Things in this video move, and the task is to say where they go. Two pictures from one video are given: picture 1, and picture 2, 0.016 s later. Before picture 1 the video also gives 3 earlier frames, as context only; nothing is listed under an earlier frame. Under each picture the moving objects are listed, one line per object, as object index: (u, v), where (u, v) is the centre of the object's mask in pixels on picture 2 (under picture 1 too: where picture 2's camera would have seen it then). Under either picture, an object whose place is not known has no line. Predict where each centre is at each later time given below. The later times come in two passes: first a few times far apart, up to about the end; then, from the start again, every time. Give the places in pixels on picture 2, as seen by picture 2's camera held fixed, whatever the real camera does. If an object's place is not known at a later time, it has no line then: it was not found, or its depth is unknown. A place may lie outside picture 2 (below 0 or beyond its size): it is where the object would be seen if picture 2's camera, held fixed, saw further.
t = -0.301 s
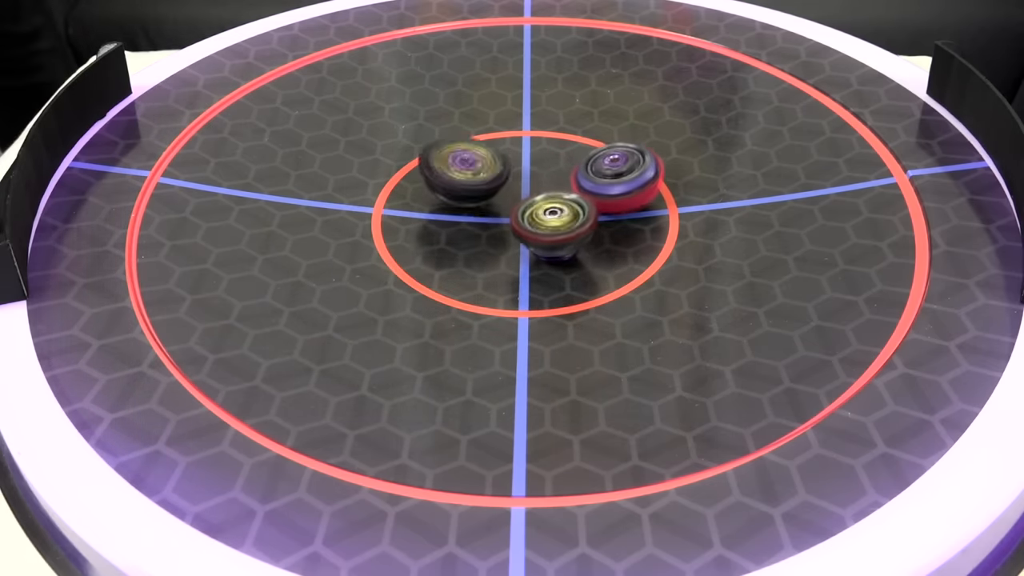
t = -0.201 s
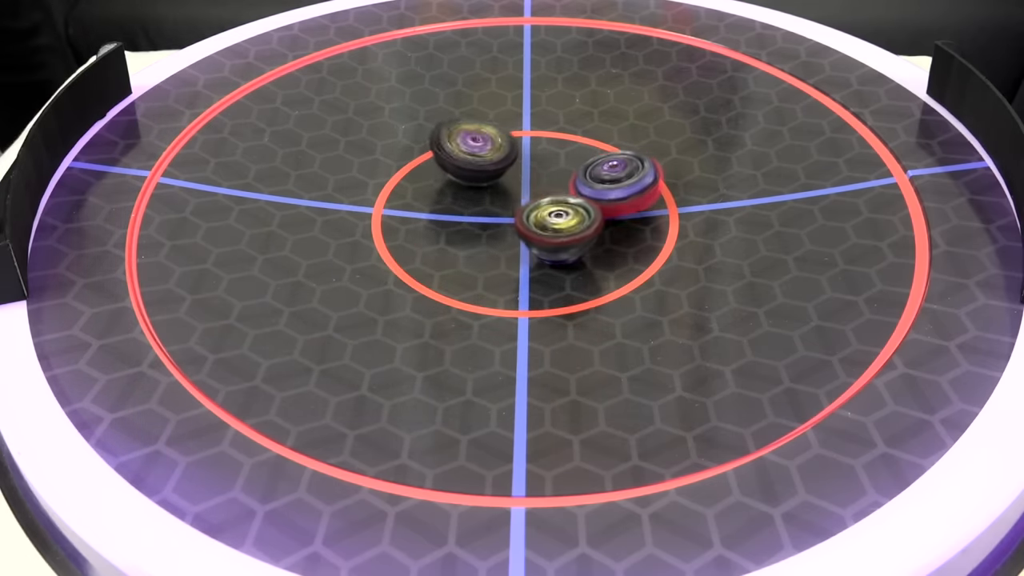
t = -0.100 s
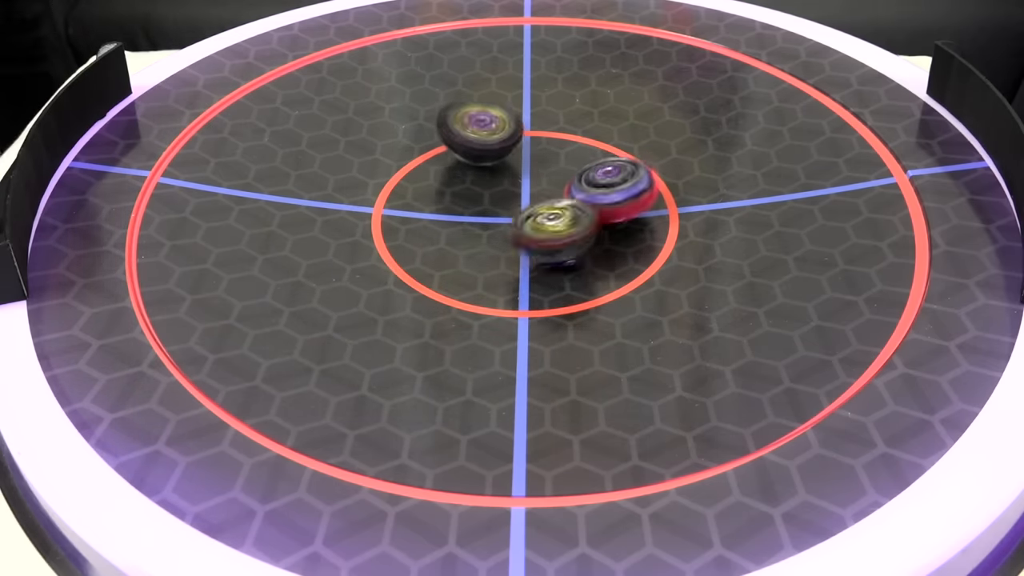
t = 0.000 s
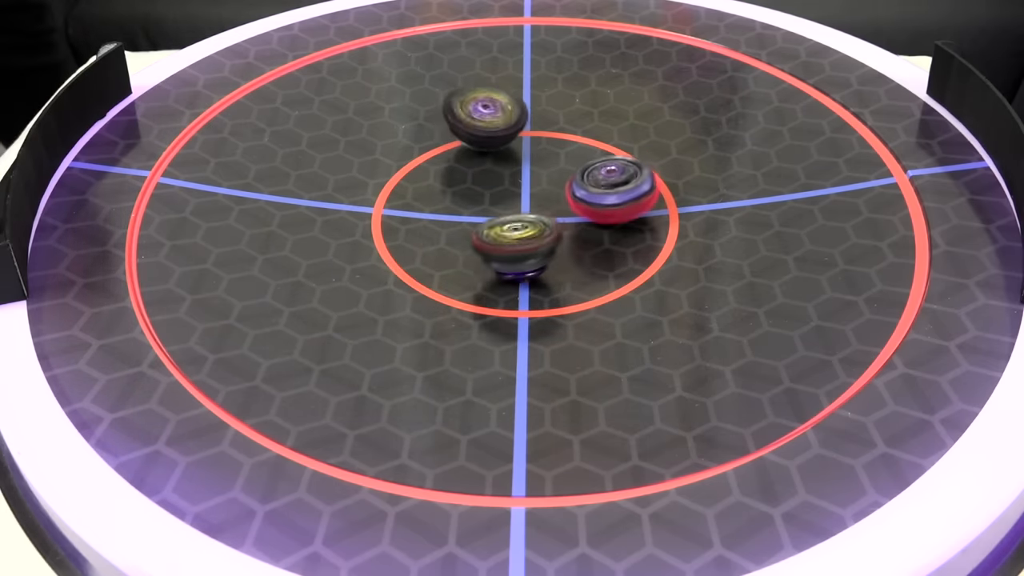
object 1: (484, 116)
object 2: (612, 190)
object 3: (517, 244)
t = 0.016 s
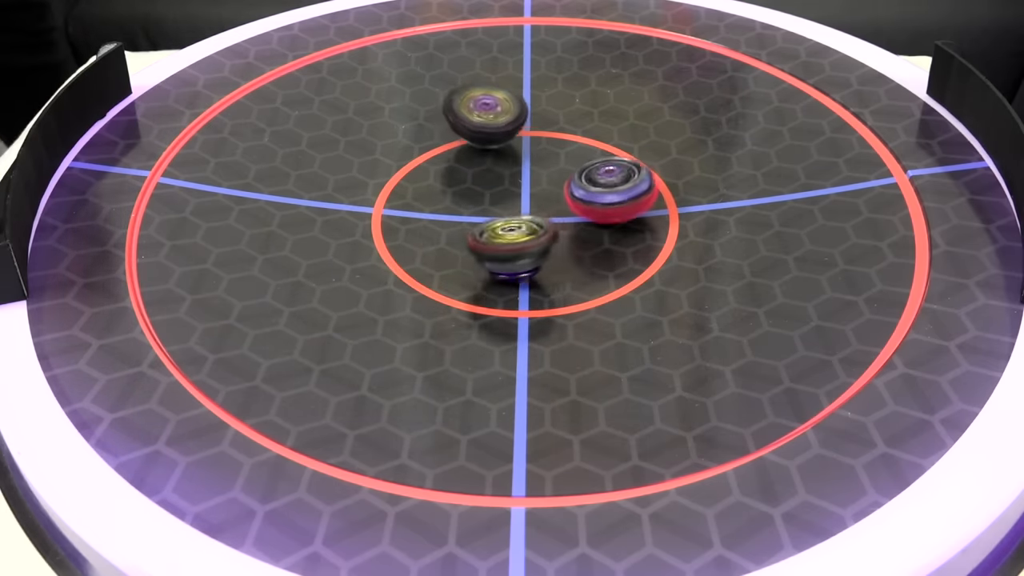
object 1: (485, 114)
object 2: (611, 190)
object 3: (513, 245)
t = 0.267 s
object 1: (513, 98)
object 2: (579, 192)
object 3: (444, 243)
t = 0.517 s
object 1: (545, 104)
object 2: (524, 188)
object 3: (415, 214)
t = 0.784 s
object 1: (572, 134)
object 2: (500, 183)
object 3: (409, 175)
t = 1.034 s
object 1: (608, 174)
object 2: (500, 185)
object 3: (438, 139)
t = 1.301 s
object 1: (642, 209)
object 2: (502, 192)
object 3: (510, 127)
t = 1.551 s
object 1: (623, 232)
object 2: (501, 201)
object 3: (578, 156)
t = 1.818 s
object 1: (553, 252)
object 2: (499, 203)
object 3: (603, 194)
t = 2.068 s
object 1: (473, 268)
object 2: (495, 201)
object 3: (590, 221)
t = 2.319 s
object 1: (413, 268)
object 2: (500, 190)
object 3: (552, 232)
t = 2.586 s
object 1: (389, 244)
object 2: (548, 178)
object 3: (506, 235)
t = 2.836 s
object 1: (413, 215)
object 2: (575, 172)
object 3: (509, 213)
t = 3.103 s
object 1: (453, 169)
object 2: (609, 165)
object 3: (560, 216)
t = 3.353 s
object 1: (476, 126)
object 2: (595, 174)
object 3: (558, 222)
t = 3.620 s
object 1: (486, 111)
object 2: (583, 178)
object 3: (468, 220)
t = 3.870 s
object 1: (511, 113)
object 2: (566, 187)
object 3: (396, 221)
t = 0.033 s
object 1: (487, 113)
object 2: (610, 190)
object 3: (508, 247)
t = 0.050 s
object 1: (487, 111)
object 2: (608, 191)
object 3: (502, 247)
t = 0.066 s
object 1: (489, 109)
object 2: (607, 191)
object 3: (498, 248)
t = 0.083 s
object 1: (491, 108)
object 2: (605, 191)
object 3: (493, 248)
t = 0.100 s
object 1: (492, 106)
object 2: (604, 191)
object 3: (487, 249)
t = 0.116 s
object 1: (495, 106)
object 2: (602, 192)
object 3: (483, 249)
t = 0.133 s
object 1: (496, 104)
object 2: (600, 192)
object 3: (478, 249)
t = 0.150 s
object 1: (498, 103)
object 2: (597, 192)
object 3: (473, 249)
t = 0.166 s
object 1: (500, 101)
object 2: (595, 192)
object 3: (469, 248)
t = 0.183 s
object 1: (501, 100)
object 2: (593, 192)
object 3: (464, 248)
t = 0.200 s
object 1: (504, 100)
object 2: (590, 193)
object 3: (460, 247)
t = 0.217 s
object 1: (506, 99)
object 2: (588, 193)
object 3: (456, 247)
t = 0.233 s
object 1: (508, 99)
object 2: (585, 192)
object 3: (451, 245)
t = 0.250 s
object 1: (510, 98)
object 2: (583, 192)
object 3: (447, 245)
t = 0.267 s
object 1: (513, 98)
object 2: (579, 192)
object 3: (444, 243)
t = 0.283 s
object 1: (514, 98)
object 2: (576, 192)
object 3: (440, 242)
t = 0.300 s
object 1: (516, 97)
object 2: (574, 192)
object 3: (436, 241)
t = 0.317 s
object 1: (519, 98)
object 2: (570, 191)
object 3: (434, 239)
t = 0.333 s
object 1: (520, 98)
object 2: (566, 191)
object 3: (429, 238)
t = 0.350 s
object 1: (523, 98)
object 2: (563, 191)
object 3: (427, 236)
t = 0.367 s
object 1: (525, 98)
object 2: (559, 190)
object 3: (425, 234)
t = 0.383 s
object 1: (527, 98)
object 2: (554, 190)
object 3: (422, 232)
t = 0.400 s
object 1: (530, 99)
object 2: (551, 190)
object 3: (420, 230)
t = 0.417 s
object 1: (531, 99)
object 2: (547, 189)
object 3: (419, 228)
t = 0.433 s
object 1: (534, 100)
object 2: (543, 189)
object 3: (417, 225)
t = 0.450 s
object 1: (536, 101)
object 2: (539, 189)
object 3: (416, 224)
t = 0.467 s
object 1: (538, 101)
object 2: (535, 189)
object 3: (416, 221)
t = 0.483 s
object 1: (541, 102)
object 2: (531, 188)
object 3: (414, 219)
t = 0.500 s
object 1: (542, 103)
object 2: (527, 188)
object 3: (414, 218)
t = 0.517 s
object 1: (545, 104)
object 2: (524, 188)
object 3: (415, 214)
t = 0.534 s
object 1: (546, 105)
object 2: (520, 187)
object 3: (414, 212)
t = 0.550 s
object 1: (548, 107)
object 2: (516, 187)
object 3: (415, 209)
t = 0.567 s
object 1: (551, 108)
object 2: (512, 186)
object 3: (417, 207)
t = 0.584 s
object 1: (552, 109)
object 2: (508, 186)
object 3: (417, 204)
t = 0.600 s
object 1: (555, 111)
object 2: (505, 186)
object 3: (419, 202)
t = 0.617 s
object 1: (556, 113)
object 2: (502, 185)
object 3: (420, 200)
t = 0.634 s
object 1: (559, 114)
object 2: (502, 185)
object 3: (418, 197)
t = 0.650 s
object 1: (561, 116)
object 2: (501, 185)
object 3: (415, 196)
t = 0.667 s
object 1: (562, 118)
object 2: (502, 184)
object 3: (411, 192)
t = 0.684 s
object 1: (564, 120)
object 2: (503, 184)
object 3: (408, 189)
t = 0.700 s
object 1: (565, 123)
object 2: (502, 184)
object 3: (407, 187)
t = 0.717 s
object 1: (568, 124)
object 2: (502, 184)
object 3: (407, 185)
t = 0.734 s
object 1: (569, 127)
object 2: (501, 183)
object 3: (407, 183)
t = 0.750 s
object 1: (570, 129)
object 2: (501, 183)
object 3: (407, 181)
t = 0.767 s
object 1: (572, 131)
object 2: (501, 183)
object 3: (408, 177)
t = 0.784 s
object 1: (572, 134)
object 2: (500, 183)
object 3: (409, 175)
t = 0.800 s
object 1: (575, 136)
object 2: (500, 182)
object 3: (409, 172)
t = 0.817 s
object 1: (575, 139)
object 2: (500, 182)
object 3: (411, 170)
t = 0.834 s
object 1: (576, 142)
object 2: (500, 182)
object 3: (413, 168)
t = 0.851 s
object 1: (577, 145)
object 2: (500, 182)
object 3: (414, 164)
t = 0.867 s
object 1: (577, 147)
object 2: (501, 182)
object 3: (415, 163)
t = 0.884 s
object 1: (579, 151)
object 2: (501, 182)
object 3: (417, 160)
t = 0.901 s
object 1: (582, 154)
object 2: (500, 183)
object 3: (419, 158)
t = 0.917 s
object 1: (584, 157)
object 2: (499, 182)
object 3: (420, 155)
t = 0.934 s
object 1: (588, 159)
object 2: (499, 182)
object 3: (422, 152)
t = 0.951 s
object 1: (591, 162)
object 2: (499, 183)
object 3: (425, 150)
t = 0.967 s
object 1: (595, 164)
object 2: (499, 183)
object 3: (427, 148)
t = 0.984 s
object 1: (598, 166)
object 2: (499, 184)
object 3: (429, 146)
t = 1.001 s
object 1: (602, 170)
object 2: (499, 184)
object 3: (432, 144)
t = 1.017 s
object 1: (605, 172)
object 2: (500, 184)
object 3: (435, 142)
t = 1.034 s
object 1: (608, 174)
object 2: (500, 185)
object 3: (438, 139)
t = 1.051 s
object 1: (611, 176)
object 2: (500, 185)
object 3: (441, 138)
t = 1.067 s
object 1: (614, 178)
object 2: (500, 185)
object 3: (445, 135)
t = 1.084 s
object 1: (617, 179)
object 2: (500, 186)
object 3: (449, 134)
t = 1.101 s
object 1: (621, 182)
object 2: (501, 187)
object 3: (452, 133)
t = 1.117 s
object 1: (624, 186)
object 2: (501, 187)
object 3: (457, 131)
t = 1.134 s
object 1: (627, 188)
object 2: (501, 188)
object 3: (461, 129)
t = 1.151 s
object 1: (630, 190)
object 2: (501, 188)
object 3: (465, 128)
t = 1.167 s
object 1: (631, 192)
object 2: (501, 188)
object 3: (469, 127)
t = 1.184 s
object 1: (634, 194)
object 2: (501, 189)
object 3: (475, 126)
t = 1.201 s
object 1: (636, 197)
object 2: (501, 189)
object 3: (480, 127)
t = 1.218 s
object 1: (637, 199)
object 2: (502, 190)
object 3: (484, 125)
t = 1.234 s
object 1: (640, 201)
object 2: (501, 190)
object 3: (490, 126)
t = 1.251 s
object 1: (640, 203)
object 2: (502, 191)
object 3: (496, 125)
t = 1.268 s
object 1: (641, 204)
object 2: (502, 192)
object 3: (501, 125)
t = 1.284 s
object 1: (642, 207)
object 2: (502, 192)
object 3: (505, 126)
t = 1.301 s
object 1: (642, 209)
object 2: (502, 192)
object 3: (510, 127)
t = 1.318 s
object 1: (643, 210)
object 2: (503, 193)
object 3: (516, 127)
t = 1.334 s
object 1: (643, 212)
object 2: (503, 194)
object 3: (521, 128)
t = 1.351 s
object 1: (642, 214)
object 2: (503, 195)
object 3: (525, 129)
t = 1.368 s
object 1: (642, 215)
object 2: (502, 195)
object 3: (530, 130)
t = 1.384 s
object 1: (641, 217)
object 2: (503, 196)
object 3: (536, 132)
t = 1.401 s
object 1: (640, 218)
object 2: (503, 196)
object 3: (540, 134)
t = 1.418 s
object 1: (639, 220)
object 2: (502, 196)
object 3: (545, 136)
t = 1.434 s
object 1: (637, 221)
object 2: (502, 197)
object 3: (550, 137)
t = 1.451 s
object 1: (636, 222)
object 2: (502, 197)
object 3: (554, 140)
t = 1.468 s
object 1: (634, 224)
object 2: (502, 198)
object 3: (559, 142)
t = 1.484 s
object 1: (632, 226)
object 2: (502, 199)
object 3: (563, 144)
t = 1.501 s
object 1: (630, 227)
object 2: (502, 199)
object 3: (567, 147)
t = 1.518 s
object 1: (627, 230)
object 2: (501, 200)
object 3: (571, 149)
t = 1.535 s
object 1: (625, 231)
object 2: (501, 200)
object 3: (574, 151)
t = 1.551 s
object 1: (623, 232)
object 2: (501, 201)
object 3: (578, 156)
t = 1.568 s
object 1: (619, 234)
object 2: (501, 201)
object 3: (581, 158)
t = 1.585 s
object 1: (617, 233)
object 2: (501, 201)
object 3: (584, 162)
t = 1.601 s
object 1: (613, 234)
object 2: (500, 201)
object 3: (586, 165)
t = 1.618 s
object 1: (609, 235)
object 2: (500, 202)
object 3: (589, 168)
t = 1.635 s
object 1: (607, 236)
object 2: (500, 202)
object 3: (591, 170)
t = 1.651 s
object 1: (603, 237)
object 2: (500, 203)
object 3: (592, 173)
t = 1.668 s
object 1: (600, 238)
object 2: (500, 203)
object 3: (594, 176)
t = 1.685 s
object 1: (596, 239)
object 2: (500, 203)
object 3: (596, 177)
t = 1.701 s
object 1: (593, 240)
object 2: (500, 203)
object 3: (596, 180)
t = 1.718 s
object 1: (589, 240)
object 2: (500, 204)
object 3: (597, 183)
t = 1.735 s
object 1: (583, 242)
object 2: (500, 204)
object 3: (600, 184)
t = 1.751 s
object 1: (579, 245)
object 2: (499, 204)
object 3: (601, 186)
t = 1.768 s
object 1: (571, 247)
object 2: (499, 204)
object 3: (601, 188)
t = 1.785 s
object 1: (565, 249)
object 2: (499, 204)
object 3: (603, 190)
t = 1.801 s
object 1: (558, 251)
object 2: (499, 203)
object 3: (603, 192)
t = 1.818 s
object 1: (553, 252)
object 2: (499, 203)
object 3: (603, 194)
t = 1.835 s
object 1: (546, 255)
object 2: (499, 203)
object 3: (602, 196)
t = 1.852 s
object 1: (540, 256)
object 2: (499, 202)
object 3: (600, 198)
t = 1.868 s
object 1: (534, 257)
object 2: (499, 202)
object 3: (599, 200)
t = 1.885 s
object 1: (529, 259)
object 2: (500, 202)
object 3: (597, 202)
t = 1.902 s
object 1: (522, 259)
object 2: (500, 202)
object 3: (596, 203)
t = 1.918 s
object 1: (517, 260)
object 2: (500, 202)
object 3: (594, 205)
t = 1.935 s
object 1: (511, 261)
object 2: (501, 202)
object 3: (592, 207)
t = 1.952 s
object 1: (508, 262)
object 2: (500, 202)
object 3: (592, 209)
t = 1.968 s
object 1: (500, 264)
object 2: (498, 202)
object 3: (593, 210)
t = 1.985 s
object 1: (497, 264)
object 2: (497, 202)
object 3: (594, 213)
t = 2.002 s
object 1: (492, 265)
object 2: (496, 202)
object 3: (594, 214)
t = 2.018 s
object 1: (488, 266)
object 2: (496, 202)
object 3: (594, 216)
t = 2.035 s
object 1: (484, 266)
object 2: (496, 202)
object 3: (593, 218)
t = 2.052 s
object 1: (479, 267)
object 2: (495, 201)
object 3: (591, 219)
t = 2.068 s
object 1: (473, 268)
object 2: (495, 201)
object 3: (590, 221)
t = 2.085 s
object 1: (469, 269)
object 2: (495, 201)
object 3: (589, 222)
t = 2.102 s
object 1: (464, 269)
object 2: (495, 201)
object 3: (587, 223)
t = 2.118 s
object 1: (459, 270)
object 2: (494, 200)
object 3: (585, 224)
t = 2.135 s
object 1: (455, 270)
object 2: (494, 200)
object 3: (583, 226)
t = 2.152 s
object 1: (450, 269)
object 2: (495, 199)
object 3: (581, 227)
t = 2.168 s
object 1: (446, 270)
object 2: (495, 199)
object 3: (578, 228)
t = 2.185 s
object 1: (443, 270)
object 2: (495, 198)
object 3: (575, 229)
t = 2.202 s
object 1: (438, 270)
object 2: (495, 197)
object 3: (572, 229)
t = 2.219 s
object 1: (434, 270)
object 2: (495, 197)
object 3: (570, 229)
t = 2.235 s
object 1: (430, 270)
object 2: (496, 196)
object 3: (567, 230)
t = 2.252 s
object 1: (426, 270)
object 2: (496, 195)
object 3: (564, 230)
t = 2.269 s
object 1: (423, 270)
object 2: (497, 194)
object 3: (561, 230)
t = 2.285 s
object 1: (419, 269)
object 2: (497, 193)
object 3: (558, 230)
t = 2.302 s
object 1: (415, 268)
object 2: (498, 191)
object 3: (555, 231)
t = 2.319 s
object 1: (413, 268)
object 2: (500, 190)
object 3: (552, 232)
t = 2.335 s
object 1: (410, 267)
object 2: (501, 189)
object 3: (549, 232)
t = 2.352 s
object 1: (407, 266)
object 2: (505, 188)
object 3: (545, 234)
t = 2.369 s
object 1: (405, 265)
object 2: (508, 186)
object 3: (542, 235)
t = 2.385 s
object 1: (403, 263)
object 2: (511, 186)
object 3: (540, 236)
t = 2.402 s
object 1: (400, 262)
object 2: (515, 185)
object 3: (537, 237)
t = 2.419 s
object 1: (399, 261)
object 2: (519, 184)
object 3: (534, 238)
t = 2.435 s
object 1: (397, 259)
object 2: (522, 183)
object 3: (531, 238)
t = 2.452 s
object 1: (396, 257)
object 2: (524, 183)
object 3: (528, 239)
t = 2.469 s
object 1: (395, 256)
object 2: (529, 182)
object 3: (525, 239)
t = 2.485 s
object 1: (393, 254)
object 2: (533, 182)
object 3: (525, 239)
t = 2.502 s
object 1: (391, 253)
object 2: (535, 181)
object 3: (519, 239)
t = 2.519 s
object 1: (391, 251)
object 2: (538, 180)
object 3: (515, 238)
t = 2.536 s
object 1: (390, 249)
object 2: (540, 180)
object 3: (512, 237)
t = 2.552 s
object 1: (389, 247)
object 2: (543, 179)
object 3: (510, 237)
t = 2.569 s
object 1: (389, 246)
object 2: (545, 179)
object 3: (508, 236)
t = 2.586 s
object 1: (389, 244)
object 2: (548, 178)
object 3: (506, 235)
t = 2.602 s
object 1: (390, 241)
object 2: (550, 178)
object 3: (503, 234)
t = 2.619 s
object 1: (390, 240)
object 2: (552, 177)
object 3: (501, 233)
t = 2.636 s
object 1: (390, 238)
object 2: (554, 176)
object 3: (499, 231)
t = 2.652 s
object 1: (391, 236)
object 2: (556, 175)
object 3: (498, 230)
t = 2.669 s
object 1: (392, 235)
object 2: (558, 174)
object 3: (496, 228)
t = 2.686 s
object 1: (393, 233)
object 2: (560, 174)
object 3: (495, 226)
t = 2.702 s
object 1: (395, 231)
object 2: (562, 174)
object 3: (494, 225)
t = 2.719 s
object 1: (396, 229)
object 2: (564, 174)
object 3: (494, 222)
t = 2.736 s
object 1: (398, 227)
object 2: (566, 173)
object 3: (493, 221)
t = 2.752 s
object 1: (401, 225)
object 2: (568, 172)
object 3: (493, 218)
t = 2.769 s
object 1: (403, 223)
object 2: (569, 171)
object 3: (494, 216)
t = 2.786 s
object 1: (405, 221)
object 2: (571, 172)
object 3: (496, 215)
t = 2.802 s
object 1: (408, 219)
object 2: (572, 172)
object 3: (500, 215)
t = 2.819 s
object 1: (410, 217)
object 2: (573, 172)
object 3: (504, 214)
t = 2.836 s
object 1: (413, 215)
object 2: (575, 172)
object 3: (509, 213)
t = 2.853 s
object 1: (415, 212)
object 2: (578, 170)
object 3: (518, 211)
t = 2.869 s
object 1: (415, 210)
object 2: (581, 169)
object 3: (526, 210)
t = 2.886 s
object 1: (416, 208)
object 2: (583, 168)
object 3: (534, 208)
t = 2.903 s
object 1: (420, 205)
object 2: (590, 168)
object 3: (537, 207)
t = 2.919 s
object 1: (422, 202)
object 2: (592, 167)
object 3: (537, 209)
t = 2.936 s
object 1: (425, 200)
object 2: (592, 165)
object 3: (542, 209)
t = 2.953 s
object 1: (428, 197)
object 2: (594, 164)
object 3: (547, 209)
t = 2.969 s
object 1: (430, 194)
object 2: (597, 164)
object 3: (551, 209)
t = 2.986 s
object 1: (433, 191)
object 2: (600, 164)
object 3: (553, 210)
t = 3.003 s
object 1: (437, 187)
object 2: (603, 164)
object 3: (554, 212)
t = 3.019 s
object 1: (439, 184)
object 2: (605, 164)
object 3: (555, 213)
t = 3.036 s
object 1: (442, 181)
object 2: (606, 164)
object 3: (555, 214)
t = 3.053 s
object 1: (445, 177)
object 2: (607, 164)
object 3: (555, 215)
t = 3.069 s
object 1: (447, 174)
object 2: (608, 164)
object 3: (556, 215)
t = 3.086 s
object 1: (449, 172)
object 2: (609, 164)
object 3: (558, 215)
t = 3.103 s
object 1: (453, 169)
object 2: (609, 165)
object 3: (560, 216)
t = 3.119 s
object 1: (455, 165)
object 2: (609, 165)
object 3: (562, 216)
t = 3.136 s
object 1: (457, 161)
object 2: (609, 166)
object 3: (564, 217)
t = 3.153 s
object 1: (459, 158)
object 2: (608, 166)
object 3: (565, 217)
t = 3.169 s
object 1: (461, 155)
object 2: (608, 166)
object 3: (566, 218)
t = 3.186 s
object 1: (463, 151)
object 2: (608, 166)
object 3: (566, 219)
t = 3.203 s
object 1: (465, 148)
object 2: (608, 167)
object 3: (565, 219)
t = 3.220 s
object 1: (467, 145)
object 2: (608, 167)
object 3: (563, 220)
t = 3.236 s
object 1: (468, 142)
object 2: (608, 168)
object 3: (560, 221)
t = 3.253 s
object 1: (469, 139)
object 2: (606, 169)
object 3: (559, 221)
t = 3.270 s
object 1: (471, 137)
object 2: (604, 169)
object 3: (559, 222)
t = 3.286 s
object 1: (472, 134)
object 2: (603, 170)
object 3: (558, 222)
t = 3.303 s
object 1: (473, 132)
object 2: (600, 171)
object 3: (557, 222)
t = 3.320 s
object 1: (475, 130)
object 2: (599, 172)
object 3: (558, 222)
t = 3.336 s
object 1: (475, 128)
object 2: (597, 173)
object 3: (558, 222)
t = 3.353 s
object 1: (476, 126)
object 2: (595, 174)
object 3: (558, 222)
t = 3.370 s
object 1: (478, 123)
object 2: (593, 174)
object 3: (558, 222)
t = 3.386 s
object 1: (478, 122)
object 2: (592, 174)
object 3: (555, 221)
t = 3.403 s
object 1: (478, 120)
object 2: (592, 174)
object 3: (551, 220)
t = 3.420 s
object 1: (480, 119)
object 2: (590, 175)
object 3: (547, 219)
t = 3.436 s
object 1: (480, 118)
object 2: (590, 175)
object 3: (543, 219)
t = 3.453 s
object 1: (480, 116)
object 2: (588, 176)
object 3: (538, 219)
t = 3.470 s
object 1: (481, 116)
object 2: (586, 176)
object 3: (536, 220)
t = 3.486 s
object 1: (482, 115)
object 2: (584, 177)
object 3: (531, 221)
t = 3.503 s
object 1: (482, 114)
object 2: (585, 178)
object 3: (524, 223)
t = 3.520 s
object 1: (483, 113)
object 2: (586, 178)
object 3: (514, 223)
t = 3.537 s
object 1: (484, 113)
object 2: (587, 178)
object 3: (506, 221)
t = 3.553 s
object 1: (484, 112)
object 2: (586, 178)
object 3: (498, 222)
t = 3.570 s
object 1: (484, 112)
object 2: (586, 178)
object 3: (490, 222)
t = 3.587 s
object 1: (485, 112)
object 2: (585, 179)
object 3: (483, 222)
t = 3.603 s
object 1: (486, 111)
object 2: (584, 178)
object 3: (474, 221)
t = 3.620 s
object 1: (486, 111)
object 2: (583, 178)
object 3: (468, 220)
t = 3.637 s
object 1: (487, 111)
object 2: (582, 177)
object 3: (461, 220)
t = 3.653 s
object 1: (488, 111)
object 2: (582, 178)
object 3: (454, 220)
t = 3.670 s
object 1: (488, 110)
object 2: (581, 178)
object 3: (448, 220)
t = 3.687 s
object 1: (490, 110)
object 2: (580, 179)
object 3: (441, 219)
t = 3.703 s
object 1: (491, 110)
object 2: (579, 179)
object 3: (434, 220)
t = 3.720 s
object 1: (492, 110)
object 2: (579, 180)
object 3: (430, 220)
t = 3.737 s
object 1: (494, 109)
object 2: (578, 180)
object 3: (424, 220)
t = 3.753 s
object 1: (497, 110)
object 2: (577, 181)
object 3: (419, 219)
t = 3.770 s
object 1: (499, 110)
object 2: (574, 182)
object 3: (415, 220)
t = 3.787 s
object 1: (500, 110)
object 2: (574, 182)
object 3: (410, 220)
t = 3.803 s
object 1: (503, 110)
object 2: (572, 182)
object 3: (407, 220)
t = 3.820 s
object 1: (505, 111)
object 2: (571, 183)
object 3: (404, 220)
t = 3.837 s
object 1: (507, 111)
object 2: (569, 185)
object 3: (402, 220)
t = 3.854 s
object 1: (510, 112)
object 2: (568, 186)
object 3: (398, 221)
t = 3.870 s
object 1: (511, 113)
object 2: (566, 187)
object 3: (396, 221)
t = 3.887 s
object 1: (513, 114)
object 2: (565, 188)
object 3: (395, 221)
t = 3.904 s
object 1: (515, 115)
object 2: (563, 189)
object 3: (394, 222)
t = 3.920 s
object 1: (517, 116)
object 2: (561, 190)
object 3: (392, 222)
